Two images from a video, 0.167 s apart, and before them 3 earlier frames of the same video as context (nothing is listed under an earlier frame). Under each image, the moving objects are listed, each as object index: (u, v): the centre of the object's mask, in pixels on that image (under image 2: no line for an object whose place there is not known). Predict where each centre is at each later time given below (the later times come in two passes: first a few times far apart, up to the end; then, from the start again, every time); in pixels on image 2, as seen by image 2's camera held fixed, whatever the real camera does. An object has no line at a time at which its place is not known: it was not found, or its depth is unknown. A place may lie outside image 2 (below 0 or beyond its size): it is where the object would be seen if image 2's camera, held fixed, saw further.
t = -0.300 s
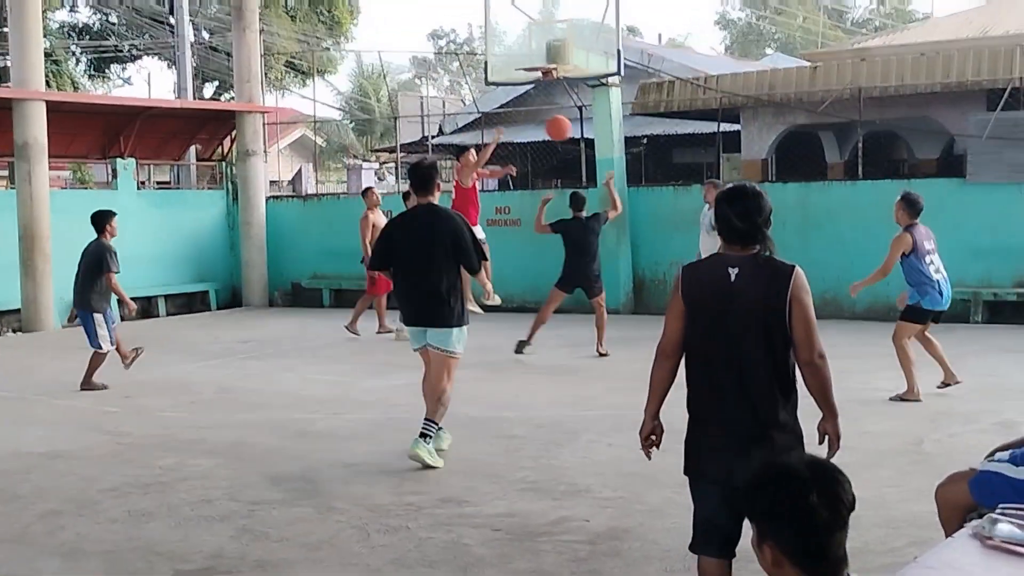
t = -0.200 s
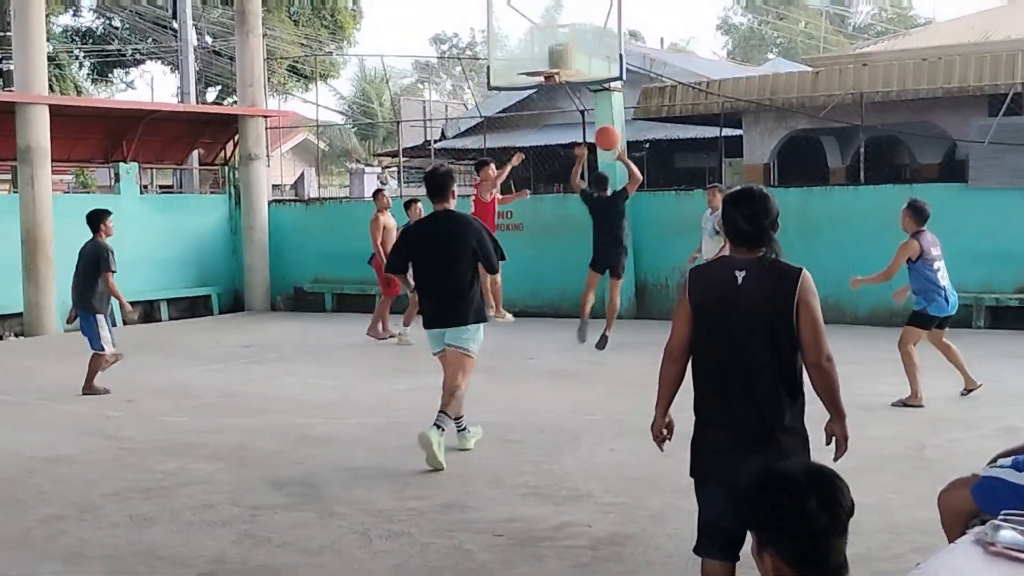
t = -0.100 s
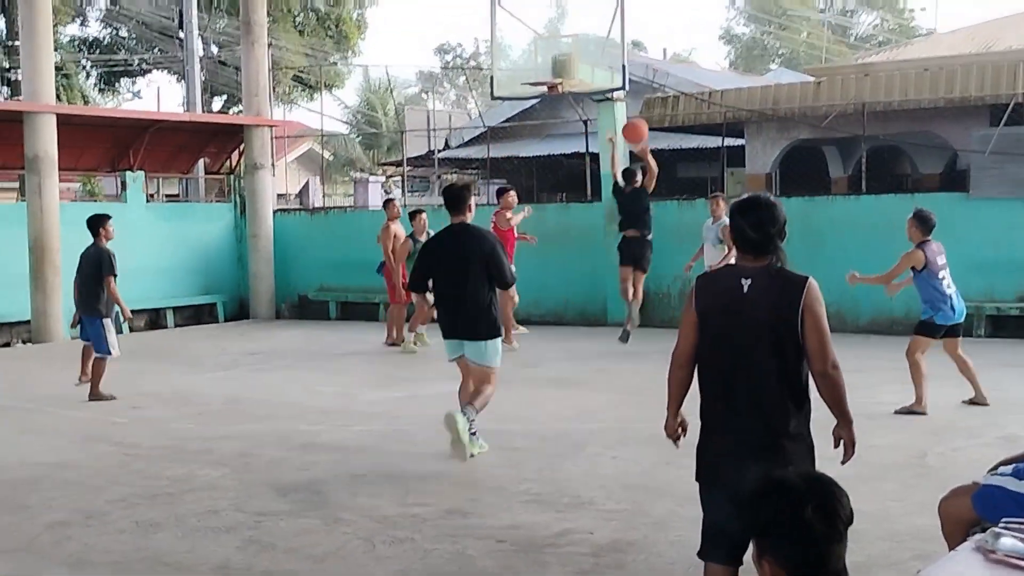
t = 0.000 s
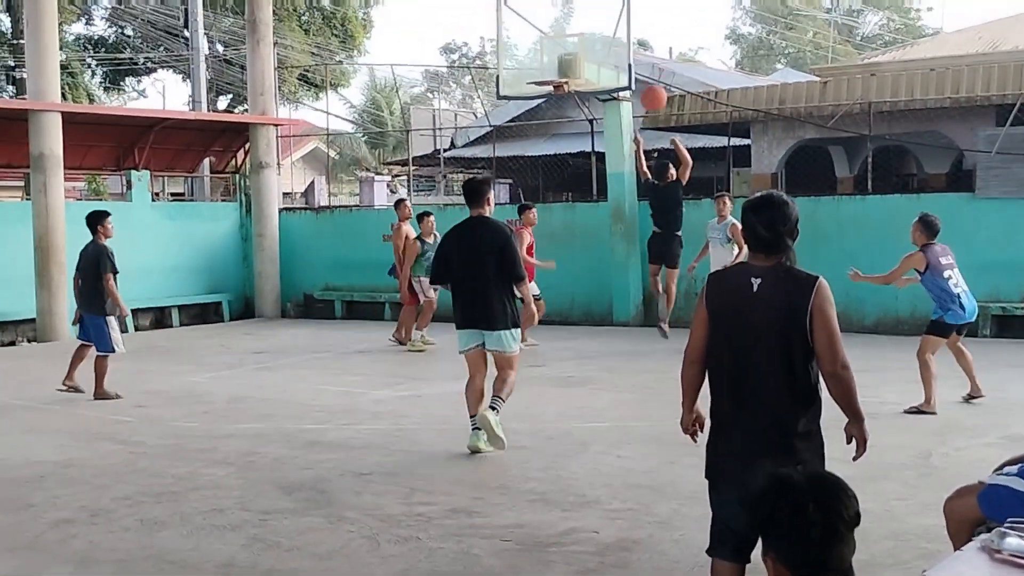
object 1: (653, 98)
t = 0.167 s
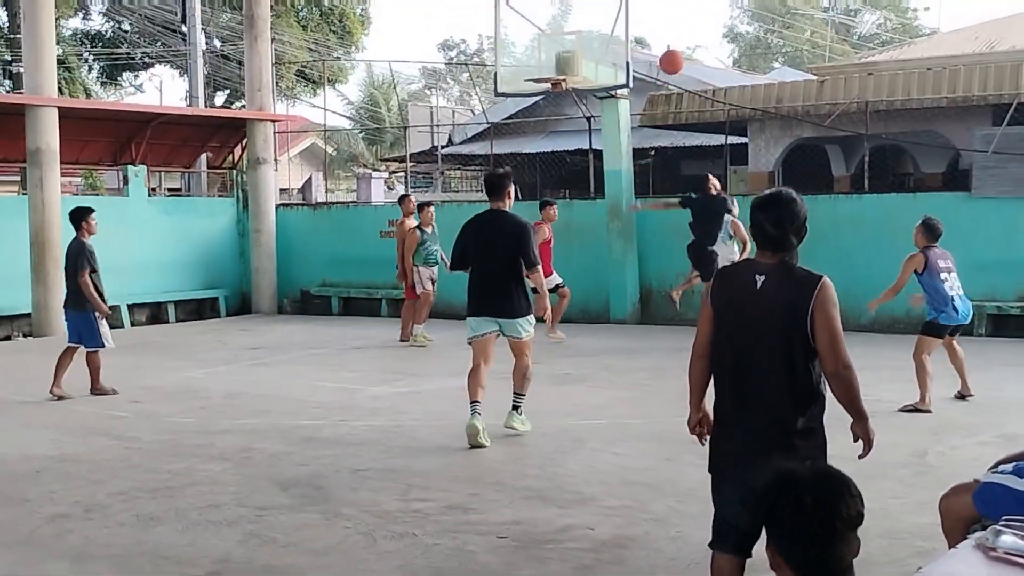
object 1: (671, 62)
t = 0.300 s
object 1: (686, 54)
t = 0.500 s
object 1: (708, 79)
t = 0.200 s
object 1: (675, 58)
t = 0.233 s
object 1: (679, 55)
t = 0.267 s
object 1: (682, 54)
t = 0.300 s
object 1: (686, 54)
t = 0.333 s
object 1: (690, 56)
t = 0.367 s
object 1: (693, 58)
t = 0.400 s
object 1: (697, 62)
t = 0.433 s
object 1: (700, 67)
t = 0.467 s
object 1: (704, 72)
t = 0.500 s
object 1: (708, 79)
